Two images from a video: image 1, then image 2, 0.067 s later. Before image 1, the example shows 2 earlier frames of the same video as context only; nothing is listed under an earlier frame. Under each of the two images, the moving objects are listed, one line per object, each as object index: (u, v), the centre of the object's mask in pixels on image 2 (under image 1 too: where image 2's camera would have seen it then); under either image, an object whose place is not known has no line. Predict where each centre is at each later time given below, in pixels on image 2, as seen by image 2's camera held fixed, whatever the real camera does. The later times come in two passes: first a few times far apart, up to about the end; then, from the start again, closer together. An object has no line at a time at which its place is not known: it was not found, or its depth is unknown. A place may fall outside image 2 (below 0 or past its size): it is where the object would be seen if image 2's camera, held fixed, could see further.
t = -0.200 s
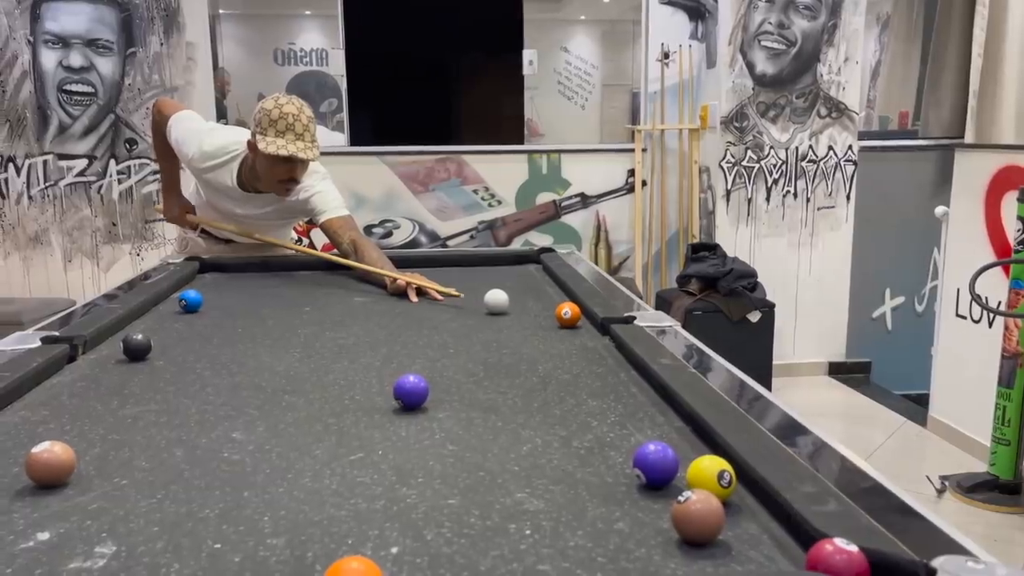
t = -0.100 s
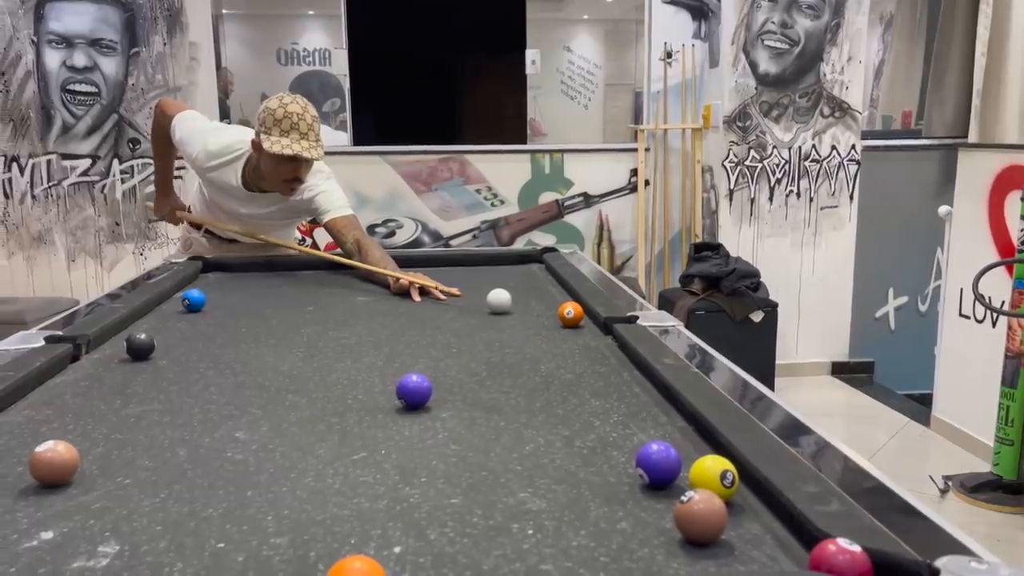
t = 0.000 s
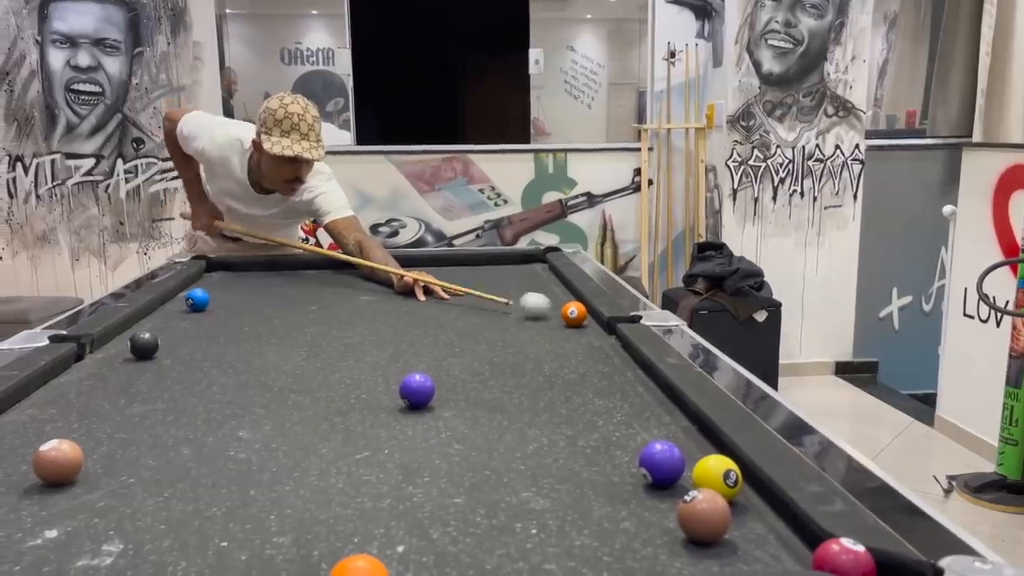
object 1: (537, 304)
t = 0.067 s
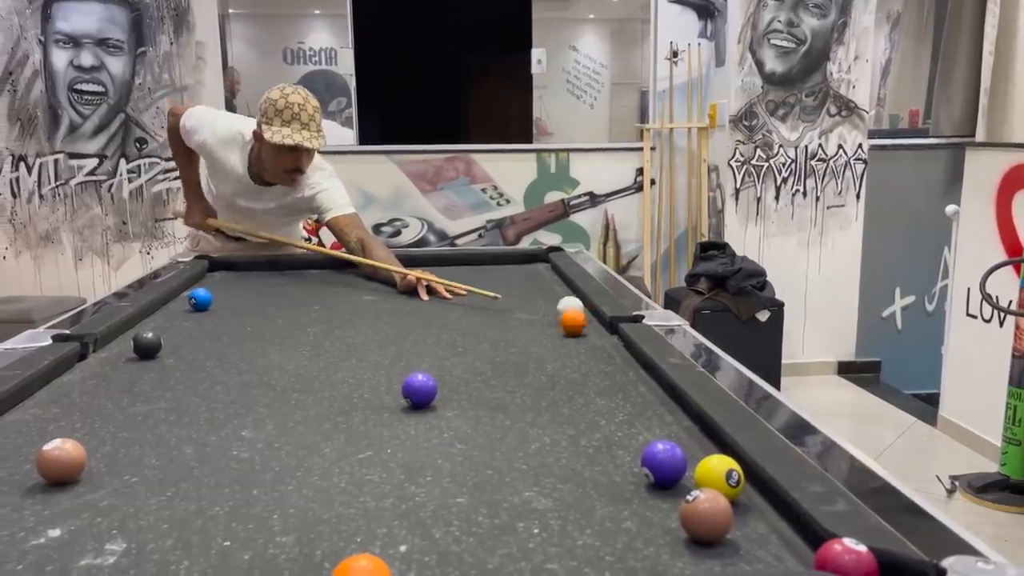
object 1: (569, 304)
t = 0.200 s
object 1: (579, 312)
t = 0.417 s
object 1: (553, 315)
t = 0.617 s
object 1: (530, 319)
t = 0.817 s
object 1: (507, 322)
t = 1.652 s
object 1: (424, 335)
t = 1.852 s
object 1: (408, 336)
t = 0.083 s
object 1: (575, 308)
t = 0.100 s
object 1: (576, 310)
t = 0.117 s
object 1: (579, 310)
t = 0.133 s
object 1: (582, 310)
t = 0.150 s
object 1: (584, 310)
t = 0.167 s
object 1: (582, 310)
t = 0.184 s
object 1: (580, 311)
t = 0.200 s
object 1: (579, 312)
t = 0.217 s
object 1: (577, 312)
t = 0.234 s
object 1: (575, 312)
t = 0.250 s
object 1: (573, 313)
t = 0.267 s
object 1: (571, 313)
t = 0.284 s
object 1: (569, 313)
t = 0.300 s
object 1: (567, 314)
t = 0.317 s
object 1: (565, 313)
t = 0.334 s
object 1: (563, 314)
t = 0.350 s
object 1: (561, 315)
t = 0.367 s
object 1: (559, 315)
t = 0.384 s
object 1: (557, 316)
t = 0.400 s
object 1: (555, 316)
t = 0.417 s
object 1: (553, 315)
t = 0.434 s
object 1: (551, 316)
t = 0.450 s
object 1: (549, 316)
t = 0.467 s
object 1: (547, 317)
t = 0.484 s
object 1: (545, 317)
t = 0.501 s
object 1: (544, 317)
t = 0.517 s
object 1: (542, 317)
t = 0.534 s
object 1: (540, 318)
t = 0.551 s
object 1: (538, 318)
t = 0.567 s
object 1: (536, 318)
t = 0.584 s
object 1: (534, 318)
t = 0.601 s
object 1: (532, 319)
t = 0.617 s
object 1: (530, 319)
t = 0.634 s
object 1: (528, 319)
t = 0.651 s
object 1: (526, 320)
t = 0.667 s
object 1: (525, 320)
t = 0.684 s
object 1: (523, 320)
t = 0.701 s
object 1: (521, 321)
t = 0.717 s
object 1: (518, 321)
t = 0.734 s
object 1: (517, 321)
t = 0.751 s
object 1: (515, 321)
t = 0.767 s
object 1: (513, 321)
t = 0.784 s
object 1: (511, 322)
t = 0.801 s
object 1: (509, 322)
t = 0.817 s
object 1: (507, 322)
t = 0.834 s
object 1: (505, 323)
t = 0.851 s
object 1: (504, 323)
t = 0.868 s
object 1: (502, 324)
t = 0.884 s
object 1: (500, 324)
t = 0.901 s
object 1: (498, 324)
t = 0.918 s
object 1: (496, 325)
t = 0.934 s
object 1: (494, 325)
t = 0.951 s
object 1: (492, 325)
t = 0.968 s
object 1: (490, 325)
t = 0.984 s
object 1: (489, 325)
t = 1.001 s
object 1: (487, 326)
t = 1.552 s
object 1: (432, 334)
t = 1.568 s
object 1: (431, 334)
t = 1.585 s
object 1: (429, 334)
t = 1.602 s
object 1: (428, 335)
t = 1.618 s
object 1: (426, 334)
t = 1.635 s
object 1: (425, 334)
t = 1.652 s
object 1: (424, 335)
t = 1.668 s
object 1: (422, 335)
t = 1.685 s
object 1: (421, 335)
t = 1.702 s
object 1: (420, 335)
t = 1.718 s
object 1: (418, 335)
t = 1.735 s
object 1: (417, 335)
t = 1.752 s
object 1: (416, 335)
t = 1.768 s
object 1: (414, 336)
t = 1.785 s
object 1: (413, 336)
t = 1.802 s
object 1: (412, 336)
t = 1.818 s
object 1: (410, 336)
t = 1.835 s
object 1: (409, 336)
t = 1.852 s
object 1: (408, 336)
